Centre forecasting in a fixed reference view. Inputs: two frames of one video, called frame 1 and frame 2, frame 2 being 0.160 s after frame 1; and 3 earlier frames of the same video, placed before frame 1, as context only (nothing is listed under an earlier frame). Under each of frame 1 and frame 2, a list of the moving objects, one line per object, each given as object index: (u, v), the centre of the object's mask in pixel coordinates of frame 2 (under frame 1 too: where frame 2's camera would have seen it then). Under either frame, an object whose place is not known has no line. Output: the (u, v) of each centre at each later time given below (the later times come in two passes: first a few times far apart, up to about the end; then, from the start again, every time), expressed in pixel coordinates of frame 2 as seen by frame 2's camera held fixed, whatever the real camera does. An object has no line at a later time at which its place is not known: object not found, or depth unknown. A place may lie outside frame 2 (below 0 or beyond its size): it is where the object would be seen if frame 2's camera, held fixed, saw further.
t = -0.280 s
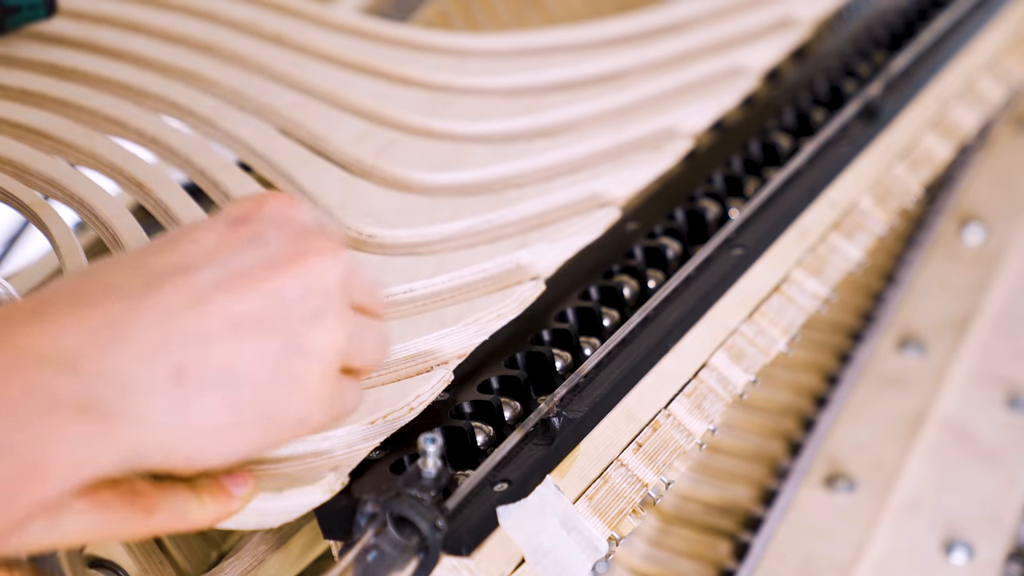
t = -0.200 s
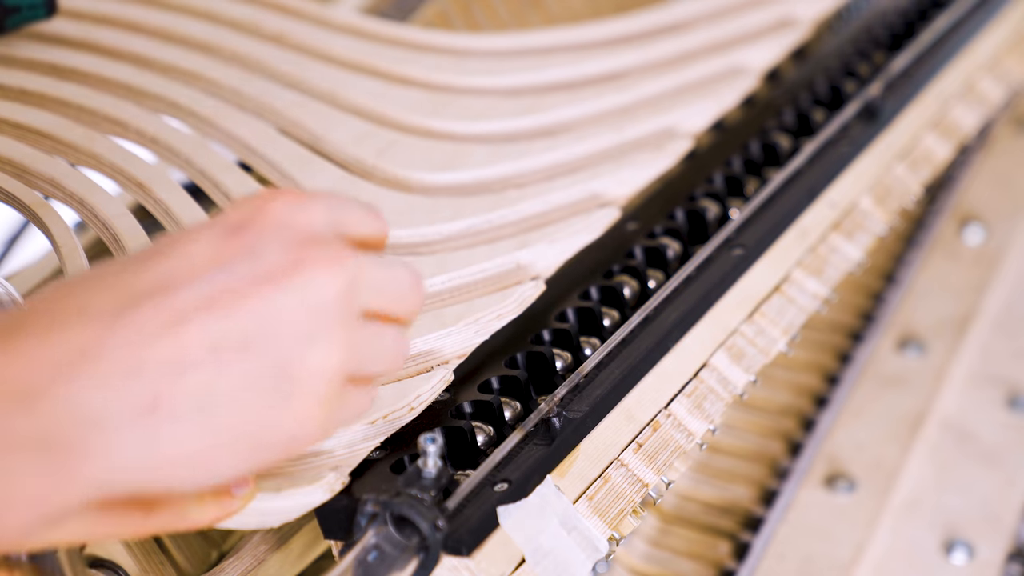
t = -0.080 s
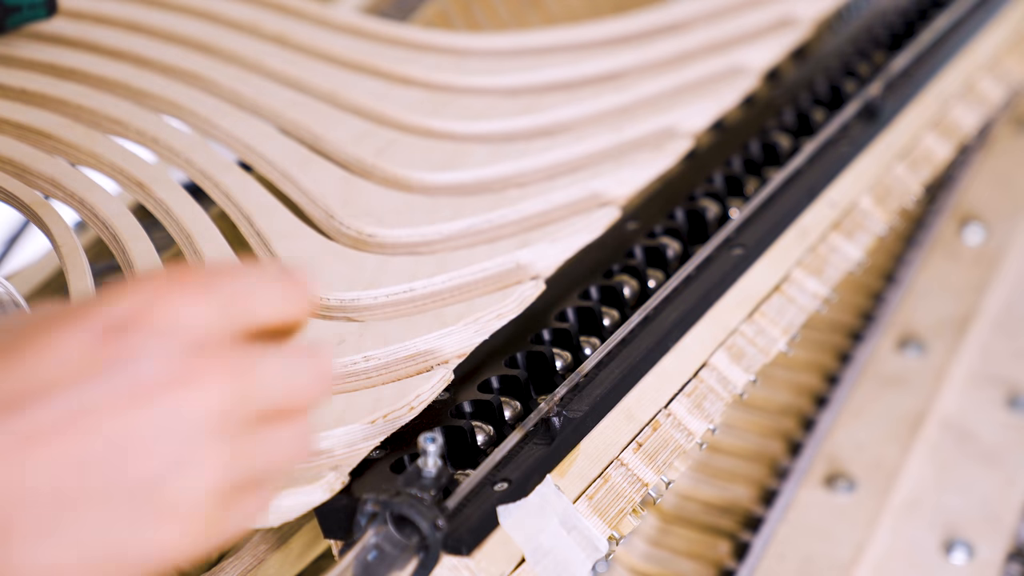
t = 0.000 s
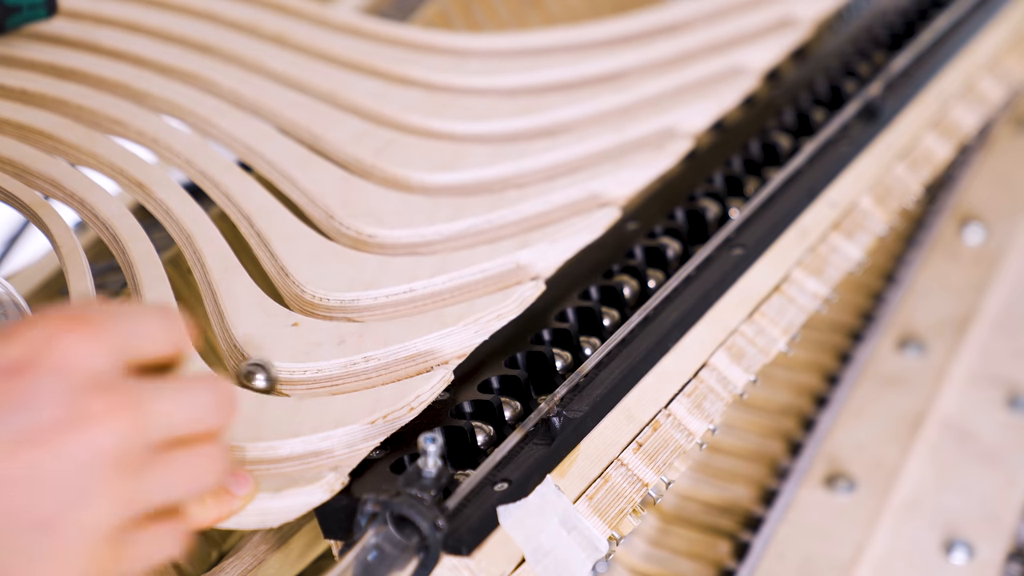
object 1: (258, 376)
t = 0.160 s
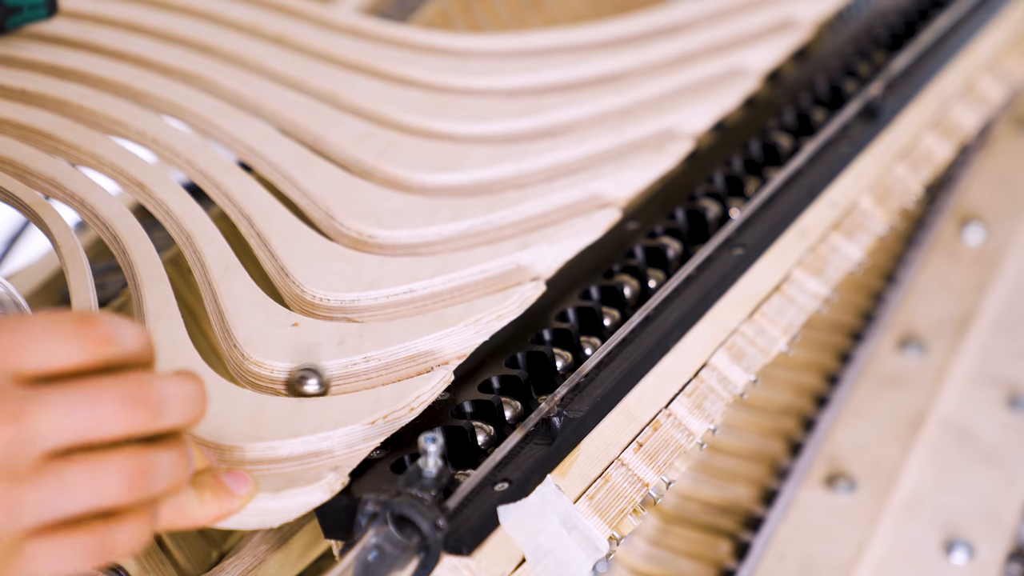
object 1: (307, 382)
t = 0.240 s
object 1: (328, 379)
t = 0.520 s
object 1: (388, 366)
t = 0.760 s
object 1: (459, 354)
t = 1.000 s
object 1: (560, 311)
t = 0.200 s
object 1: (317, 380)
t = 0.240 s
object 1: (328, 379)
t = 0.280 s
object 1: (337, 378)
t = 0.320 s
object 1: (348, 376)
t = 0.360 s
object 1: (356, 375)
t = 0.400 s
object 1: (365, 373)
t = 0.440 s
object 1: (374, 370)
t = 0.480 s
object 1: (381, 368)
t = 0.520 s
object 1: (388, 366)
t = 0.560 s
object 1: (397, 364)
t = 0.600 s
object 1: (405, 362)
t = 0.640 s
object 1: (412, 360)
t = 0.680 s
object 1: (421, 357)
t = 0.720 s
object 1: (432, 355)
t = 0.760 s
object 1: (459, 354)
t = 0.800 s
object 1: (485, 348)
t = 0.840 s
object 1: (503, 343)
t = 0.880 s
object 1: (517, 333)
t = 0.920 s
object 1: (528, 324)
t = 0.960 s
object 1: (543, 317)
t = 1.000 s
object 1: (560, 311)
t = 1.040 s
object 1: (570, 308)
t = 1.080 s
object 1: (582, 307)
